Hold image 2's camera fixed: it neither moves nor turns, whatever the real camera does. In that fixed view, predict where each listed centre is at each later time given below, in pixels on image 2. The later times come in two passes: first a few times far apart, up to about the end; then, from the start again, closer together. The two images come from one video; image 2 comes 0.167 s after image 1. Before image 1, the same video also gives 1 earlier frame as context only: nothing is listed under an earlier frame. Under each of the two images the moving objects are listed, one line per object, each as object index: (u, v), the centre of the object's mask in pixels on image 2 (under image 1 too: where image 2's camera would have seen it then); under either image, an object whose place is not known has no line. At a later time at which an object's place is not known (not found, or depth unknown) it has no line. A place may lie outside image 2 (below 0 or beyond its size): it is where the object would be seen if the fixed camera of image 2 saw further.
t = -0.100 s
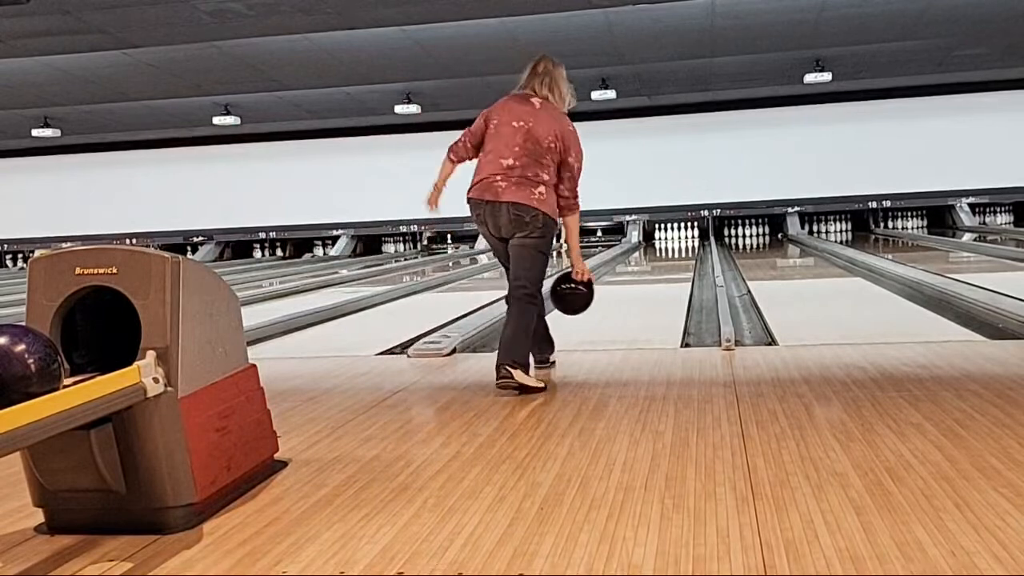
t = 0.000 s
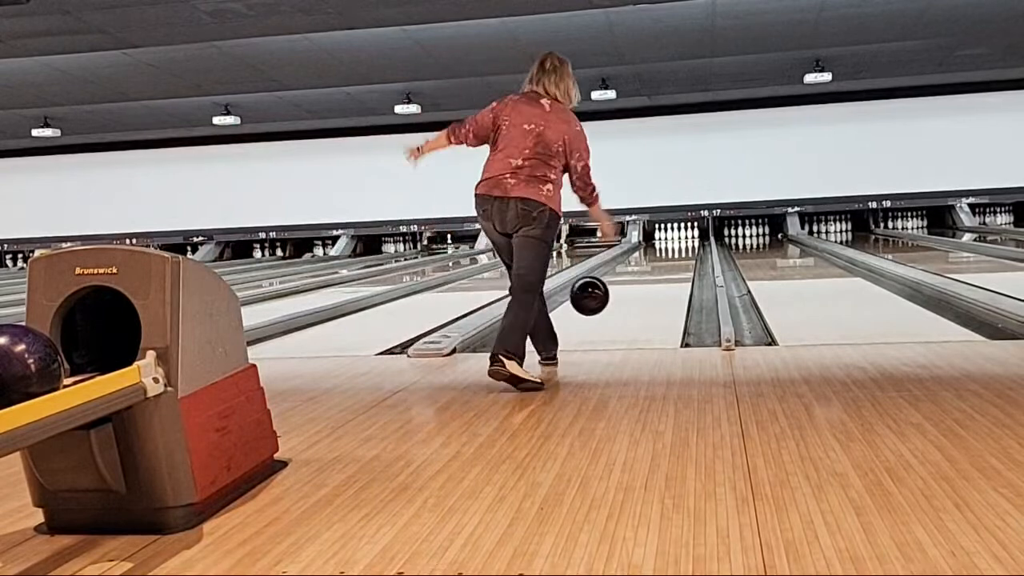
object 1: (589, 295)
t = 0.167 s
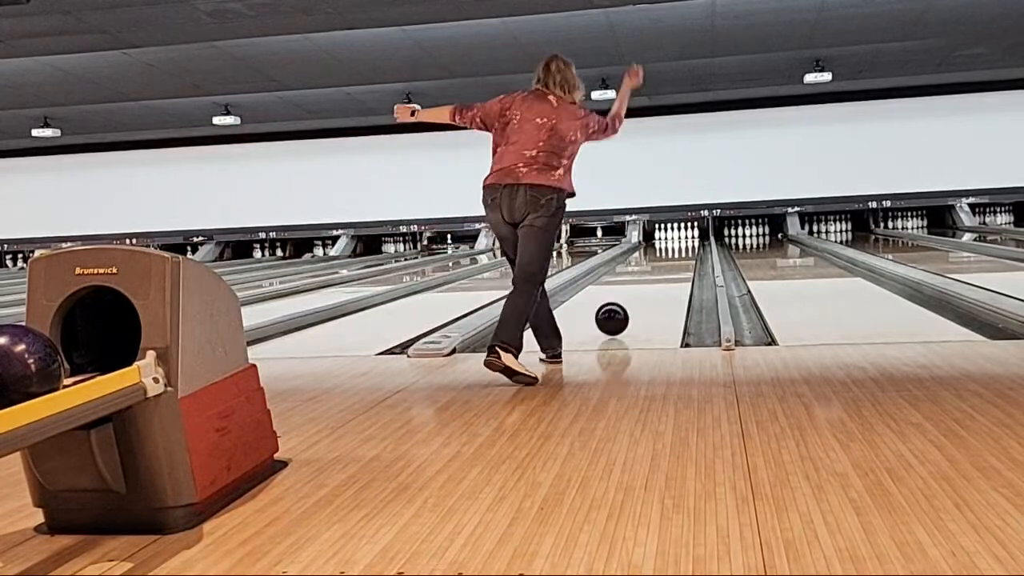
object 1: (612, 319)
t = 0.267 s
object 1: (621, 310)
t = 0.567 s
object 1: (642, 289)
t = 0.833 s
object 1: (654, 277)
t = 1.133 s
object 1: (664, 267)
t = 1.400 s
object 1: (670, 260)
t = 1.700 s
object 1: (675, 253)
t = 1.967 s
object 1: (678, 249)
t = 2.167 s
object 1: (680, 247)
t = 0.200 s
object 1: (615, 314)
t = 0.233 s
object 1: (618, 311)
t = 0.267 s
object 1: (621, 310)
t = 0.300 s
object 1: (624, 308)
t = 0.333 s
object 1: (626, 305)
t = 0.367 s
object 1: (629, 302)
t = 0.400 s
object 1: (631, 300)
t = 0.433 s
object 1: (634, 297)
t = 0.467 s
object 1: (636, 295)
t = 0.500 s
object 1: (638, 293)
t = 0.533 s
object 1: (640, 291)
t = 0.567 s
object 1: (642, 289)
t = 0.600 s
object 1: (643, 287)
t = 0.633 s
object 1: (645, 285)
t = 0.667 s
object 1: (647, 284)
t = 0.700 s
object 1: (648, 282)
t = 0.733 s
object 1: (650, 281)
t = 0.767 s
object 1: (651, 279)
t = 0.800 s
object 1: (652, 278)
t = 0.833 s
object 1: (654, 277)
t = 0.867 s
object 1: (655, 276)
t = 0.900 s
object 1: (656, 274)
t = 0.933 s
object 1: (657, 273)
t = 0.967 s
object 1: (658, 272)
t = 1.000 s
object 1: (660, 271)
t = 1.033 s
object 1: (661, 270)
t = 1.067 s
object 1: (662, 269)
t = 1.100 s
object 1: (663, 268)
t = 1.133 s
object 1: (664, 267)
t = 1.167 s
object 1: (664, 266)
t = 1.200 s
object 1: (665, 265)
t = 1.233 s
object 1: (666, 264)
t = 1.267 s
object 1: (667, 263)
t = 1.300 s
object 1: (668, 262)
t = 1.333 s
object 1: (668, 261)
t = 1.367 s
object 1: (669, 260)
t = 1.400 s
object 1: (670, 260)
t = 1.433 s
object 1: (670, 259)
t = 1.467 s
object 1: (671, 258)
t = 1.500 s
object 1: (672, 257)
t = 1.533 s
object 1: (673, 256)
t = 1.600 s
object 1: (673, 255)
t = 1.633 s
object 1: (674, 254)
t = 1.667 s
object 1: (674, 254)
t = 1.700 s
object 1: (675, 253)
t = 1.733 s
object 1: (675, 253)
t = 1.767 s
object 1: (676, 252)
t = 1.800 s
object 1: (677, 251)
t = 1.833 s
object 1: (677, 251)
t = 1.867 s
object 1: (677, 250)
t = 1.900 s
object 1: (678, 250)
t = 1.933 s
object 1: (678, 249)
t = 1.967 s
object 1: (678, 249)
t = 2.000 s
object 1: (678, 249)
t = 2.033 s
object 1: (679, 248)
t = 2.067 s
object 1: (679, 248)
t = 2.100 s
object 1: (679, 247)
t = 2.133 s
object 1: (680, 247)
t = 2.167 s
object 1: (680, 247)
